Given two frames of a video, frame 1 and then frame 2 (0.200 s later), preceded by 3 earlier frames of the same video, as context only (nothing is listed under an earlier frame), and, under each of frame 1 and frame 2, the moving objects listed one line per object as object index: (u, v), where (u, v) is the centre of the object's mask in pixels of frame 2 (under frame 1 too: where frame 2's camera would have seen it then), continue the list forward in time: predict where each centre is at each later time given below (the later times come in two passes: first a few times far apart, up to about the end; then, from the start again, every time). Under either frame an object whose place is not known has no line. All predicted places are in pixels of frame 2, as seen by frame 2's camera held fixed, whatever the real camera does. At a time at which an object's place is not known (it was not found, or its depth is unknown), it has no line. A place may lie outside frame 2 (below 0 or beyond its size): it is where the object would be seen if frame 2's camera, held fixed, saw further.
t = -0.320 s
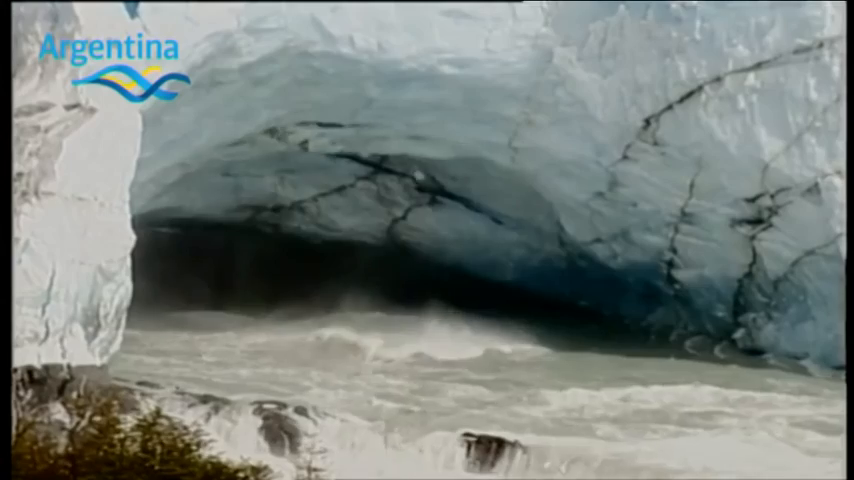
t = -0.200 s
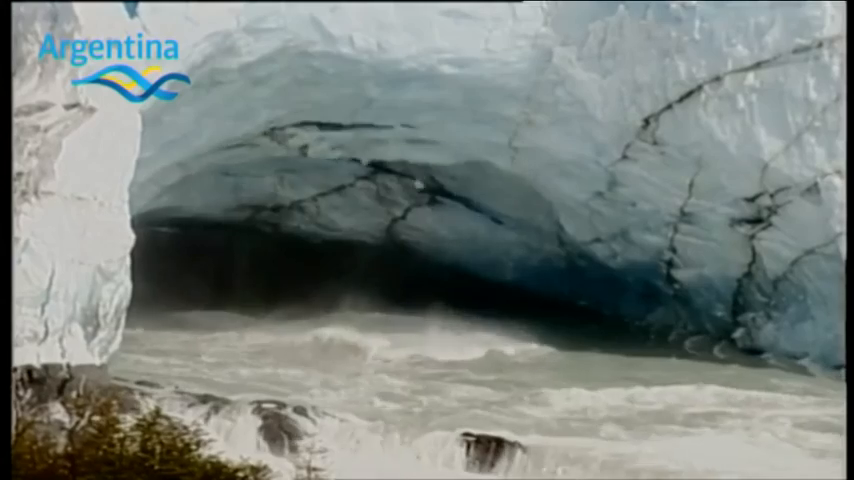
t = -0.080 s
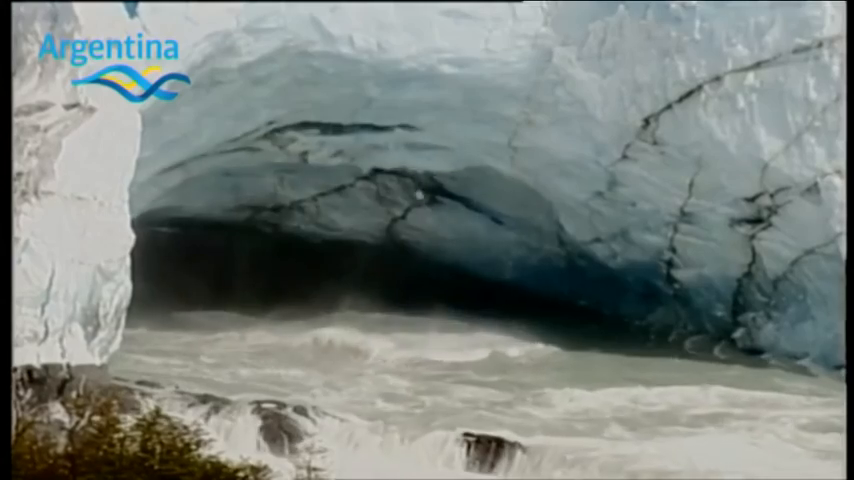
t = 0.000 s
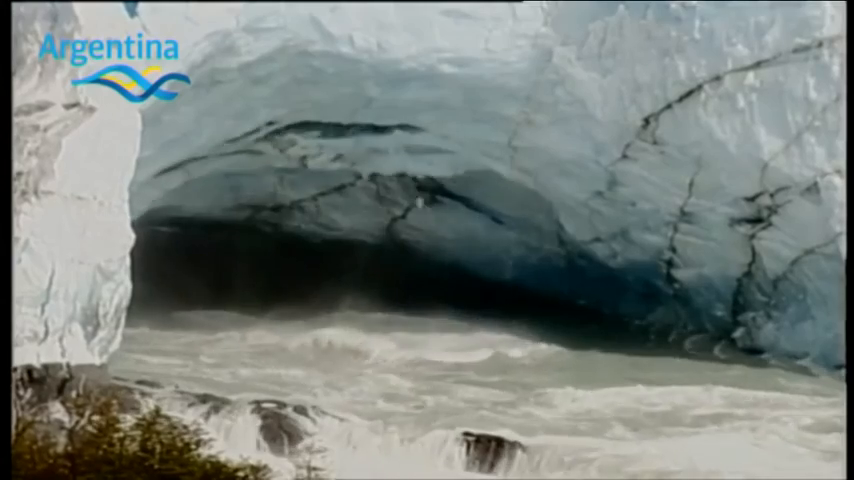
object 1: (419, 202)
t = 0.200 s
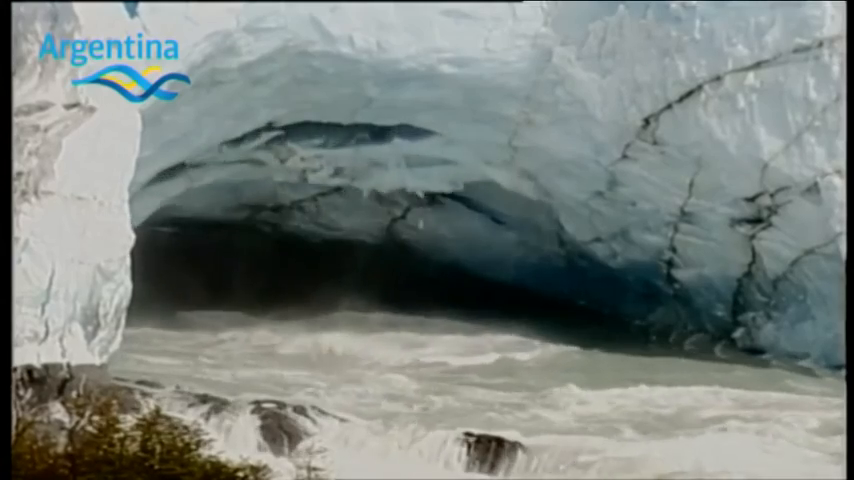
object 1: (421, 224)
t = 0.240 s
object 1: (420, 229)
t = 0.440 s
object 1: (420, 252)
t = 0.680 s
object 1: (421, 283)
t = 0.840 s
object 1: (422, 307)
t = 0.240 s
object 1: (420, 229)
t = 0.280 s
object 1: (421, 234)
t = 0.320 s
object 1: (421, 237)
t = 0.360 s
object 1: (422, 242)
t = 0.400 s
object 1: (421, 247)
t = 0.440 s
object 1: (420, 252)
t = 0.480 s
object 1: (420, 256)
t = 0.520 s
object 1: (420, 261)
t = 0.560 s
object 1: (420, 268)
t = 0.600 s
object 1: (421, 272)
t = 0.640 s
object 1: (421, 278)
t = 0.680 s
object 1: (421, 283)
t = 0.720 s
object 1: (421, 289)
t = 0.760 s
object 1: (422, 294)
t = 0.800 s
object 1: (421, 300)
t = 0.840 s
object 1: (422, 307)
